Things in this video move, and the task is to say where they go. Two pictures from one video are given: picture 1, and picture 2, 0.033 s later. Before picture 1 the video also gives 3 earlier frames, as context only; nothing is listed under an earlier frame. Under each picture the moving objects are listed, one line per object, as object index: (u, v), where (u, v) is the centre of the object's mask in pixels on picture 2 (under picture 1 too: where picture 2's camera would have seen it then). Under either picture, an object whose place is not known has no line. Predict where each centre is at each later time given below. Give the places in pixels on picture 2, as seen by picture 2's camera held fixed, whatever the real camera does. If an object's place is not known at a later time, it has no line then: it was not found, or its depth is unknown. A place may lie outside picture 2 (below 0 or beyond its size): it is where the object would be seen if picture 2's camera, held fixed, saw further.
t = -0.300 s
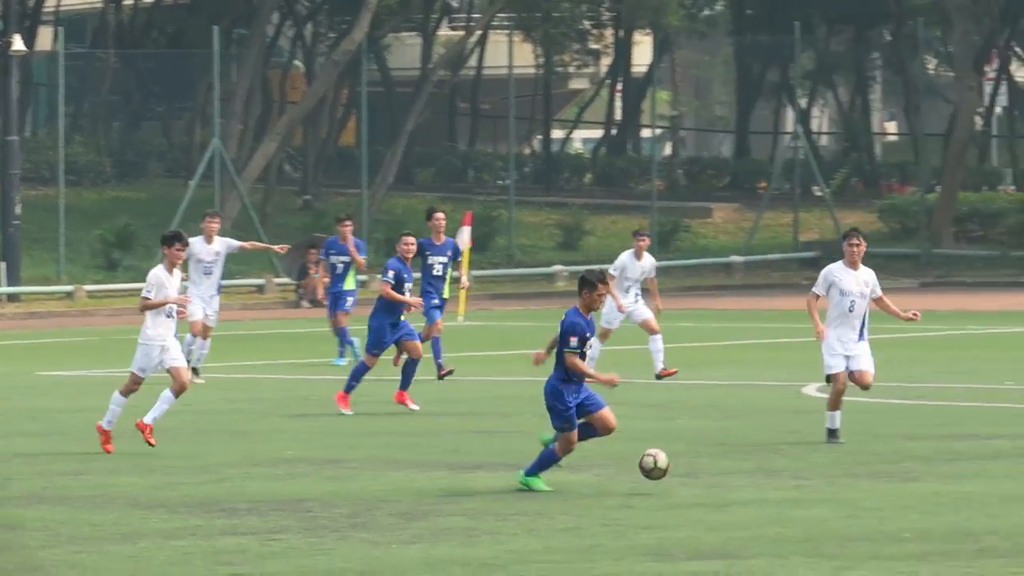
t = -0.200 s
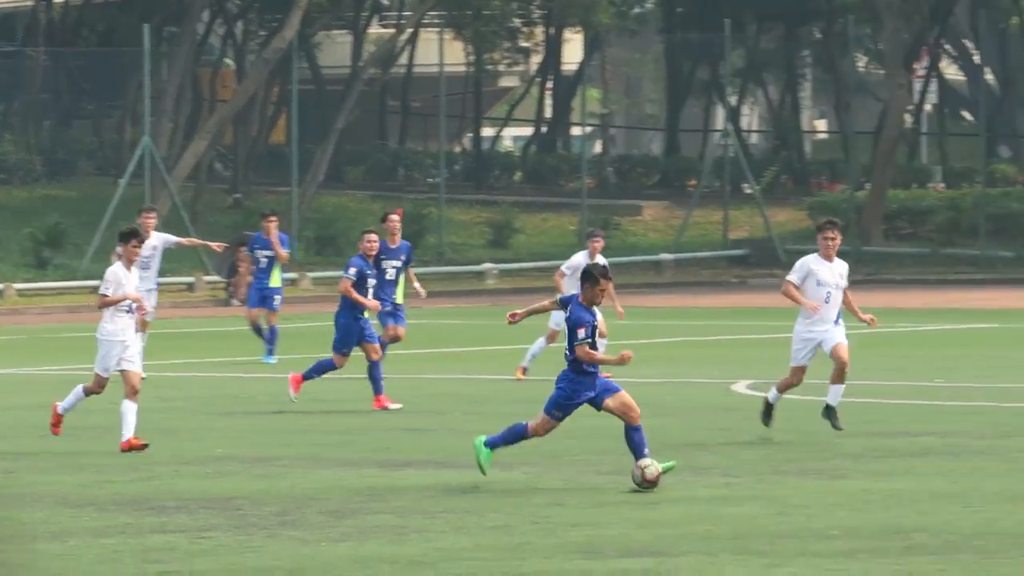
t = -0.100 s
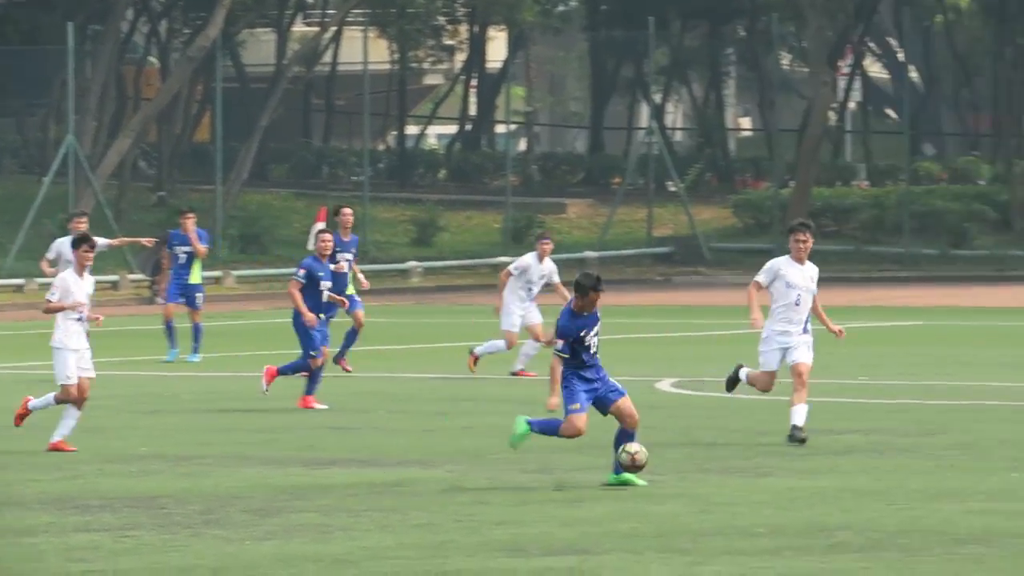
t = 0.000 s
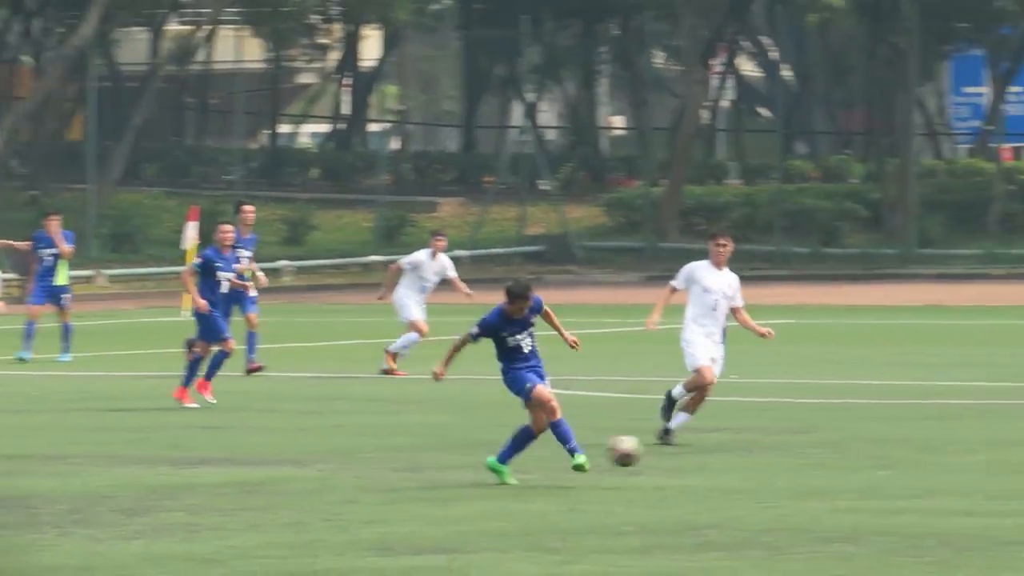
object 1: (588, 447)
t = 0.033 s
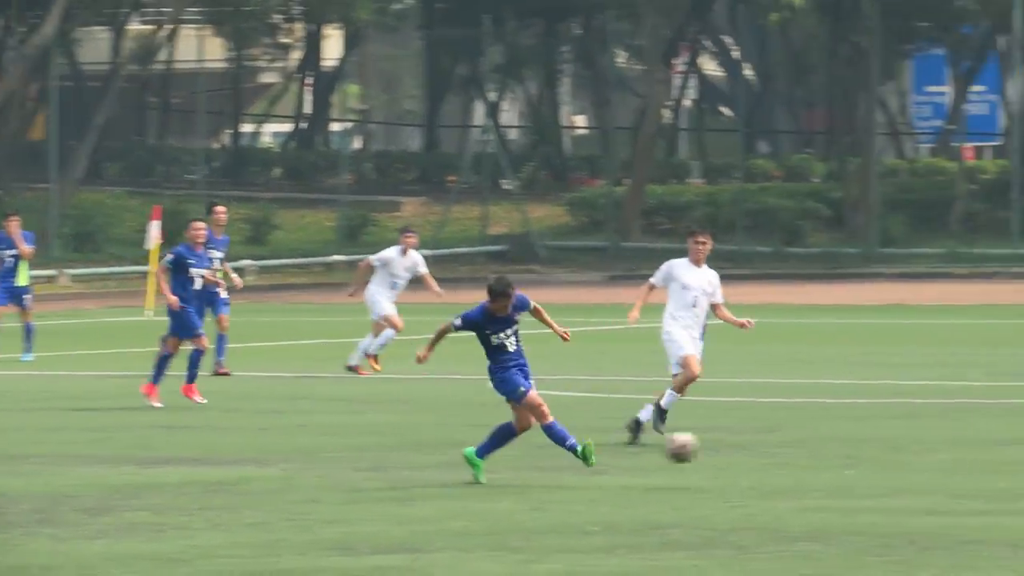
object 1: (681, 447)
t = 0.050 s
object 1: (727, 445)
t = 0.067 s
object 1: (773, 444)
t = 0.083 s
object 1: (818, 445)
